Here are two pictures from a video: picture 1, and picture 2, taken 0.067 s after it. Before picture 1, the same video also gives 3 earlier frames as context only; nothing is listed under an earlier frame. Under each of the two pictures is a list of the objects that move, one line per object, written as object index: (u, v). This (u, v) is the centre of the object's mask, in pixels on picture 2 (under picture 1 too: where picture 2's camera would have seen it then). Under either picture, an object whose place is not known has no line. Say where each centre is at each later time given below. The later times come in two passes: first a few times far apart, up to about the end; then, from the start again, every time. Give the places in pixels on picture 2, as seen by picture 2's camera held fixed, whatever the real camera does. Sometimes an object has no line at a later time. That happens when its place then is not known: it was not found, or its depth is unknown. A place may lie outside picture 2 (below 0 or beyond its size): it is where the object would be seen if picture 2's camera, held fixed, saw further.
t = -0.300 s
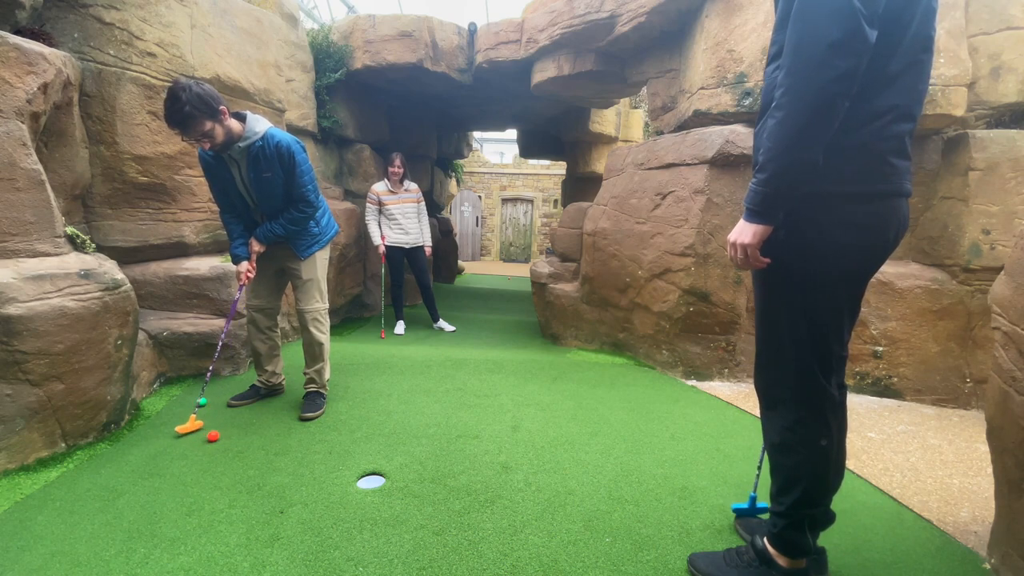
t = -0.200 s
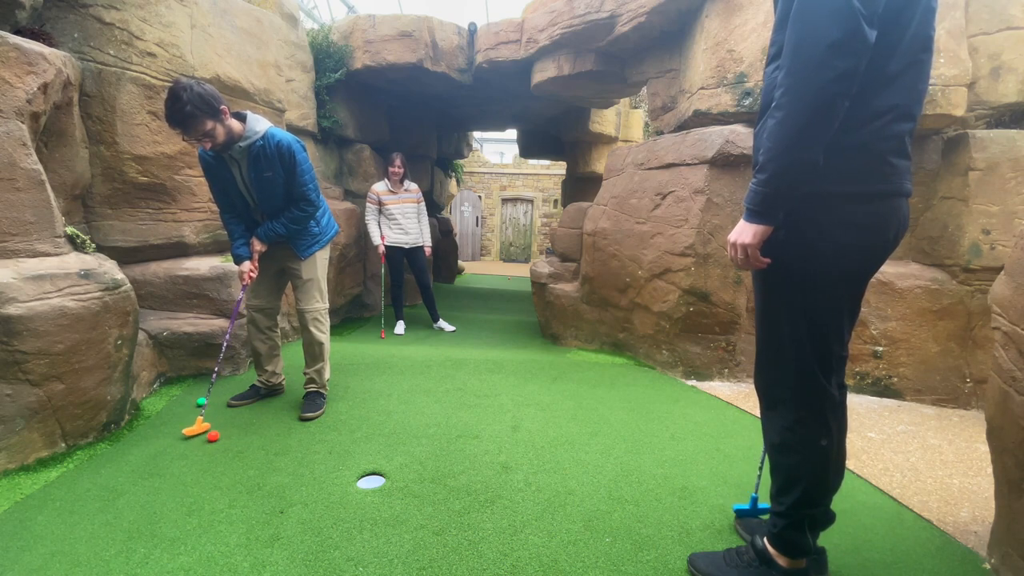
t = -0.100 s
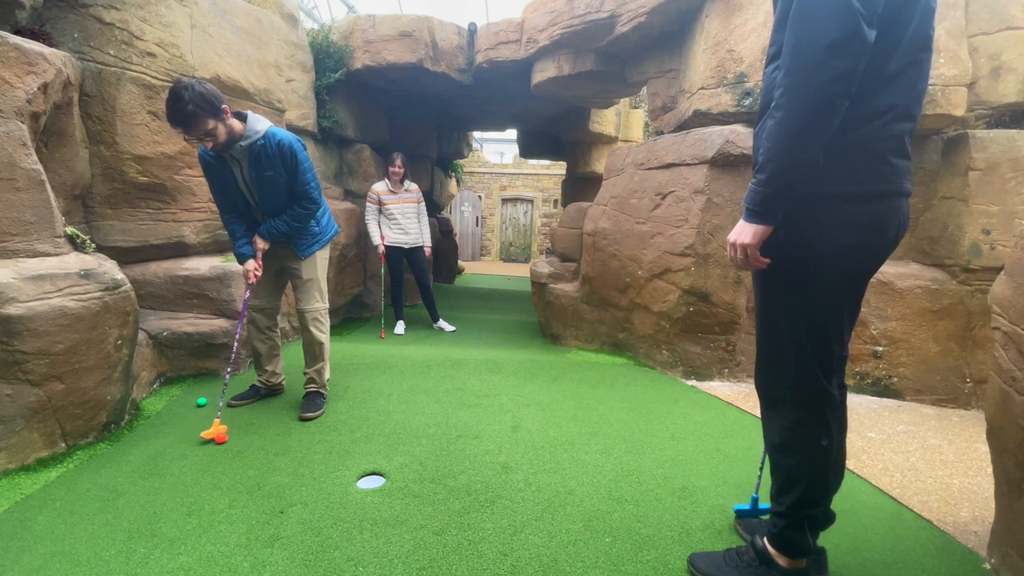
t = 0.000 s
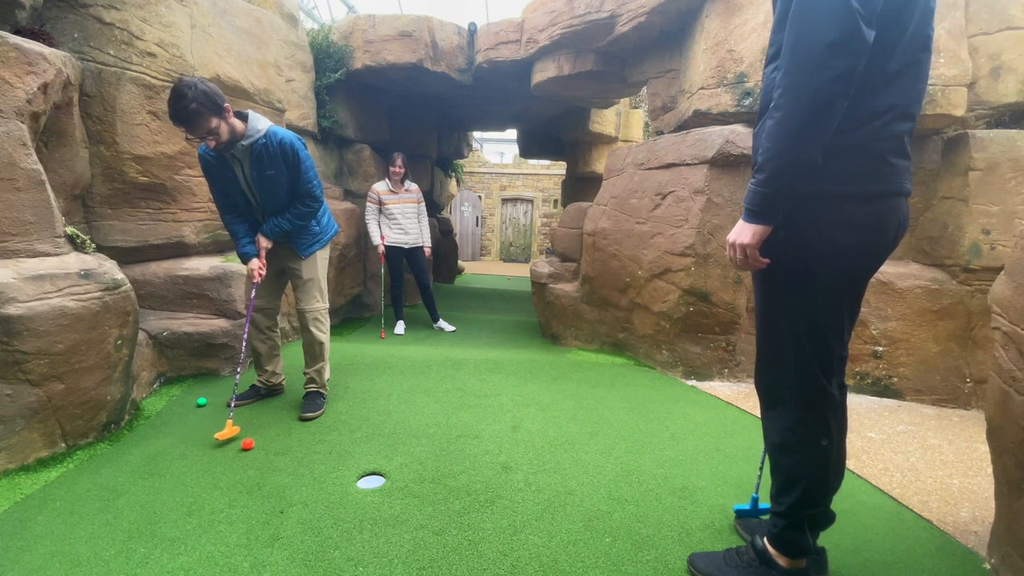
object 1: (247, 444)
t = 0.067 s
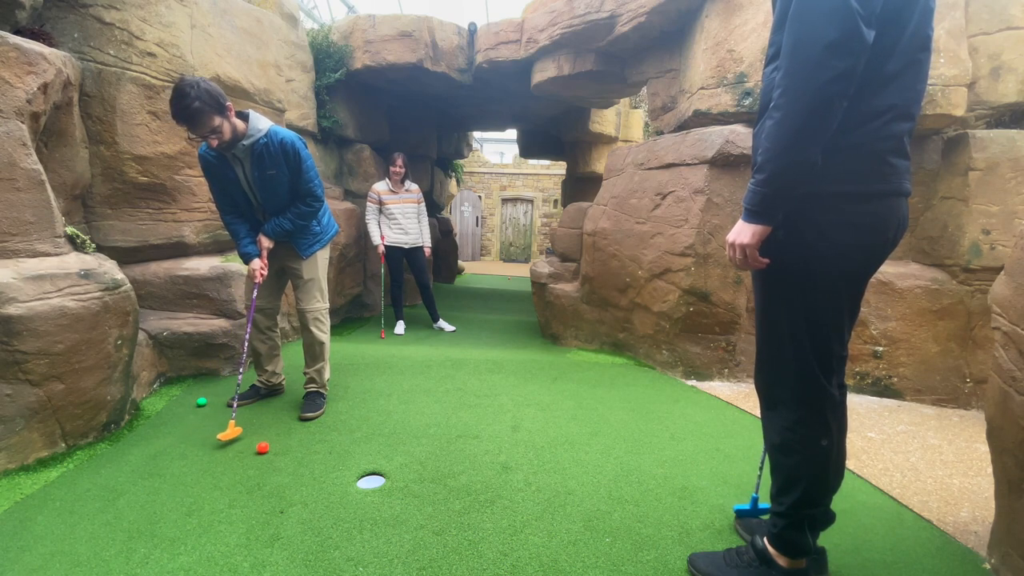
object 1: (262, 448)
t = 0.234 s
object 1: (299, 456)
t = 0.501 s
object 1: (355, 469)
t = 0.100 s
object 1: (270, 449)
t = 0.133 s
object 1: (277, 451)
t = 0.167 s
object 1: (284, 453)
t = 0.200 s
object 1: (292, 455)
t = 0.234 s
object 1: (299, 456)
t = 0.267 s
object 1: (306, 458)
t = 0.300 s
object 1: (313, 460)
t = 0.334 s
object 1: (320, 462)
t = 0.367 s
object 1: (327, 463)
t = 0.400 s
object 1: (334, 465)
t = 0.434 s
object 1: (341, 466)
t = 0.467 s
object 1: (348, 468)
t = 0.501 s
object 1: (355, 469)
